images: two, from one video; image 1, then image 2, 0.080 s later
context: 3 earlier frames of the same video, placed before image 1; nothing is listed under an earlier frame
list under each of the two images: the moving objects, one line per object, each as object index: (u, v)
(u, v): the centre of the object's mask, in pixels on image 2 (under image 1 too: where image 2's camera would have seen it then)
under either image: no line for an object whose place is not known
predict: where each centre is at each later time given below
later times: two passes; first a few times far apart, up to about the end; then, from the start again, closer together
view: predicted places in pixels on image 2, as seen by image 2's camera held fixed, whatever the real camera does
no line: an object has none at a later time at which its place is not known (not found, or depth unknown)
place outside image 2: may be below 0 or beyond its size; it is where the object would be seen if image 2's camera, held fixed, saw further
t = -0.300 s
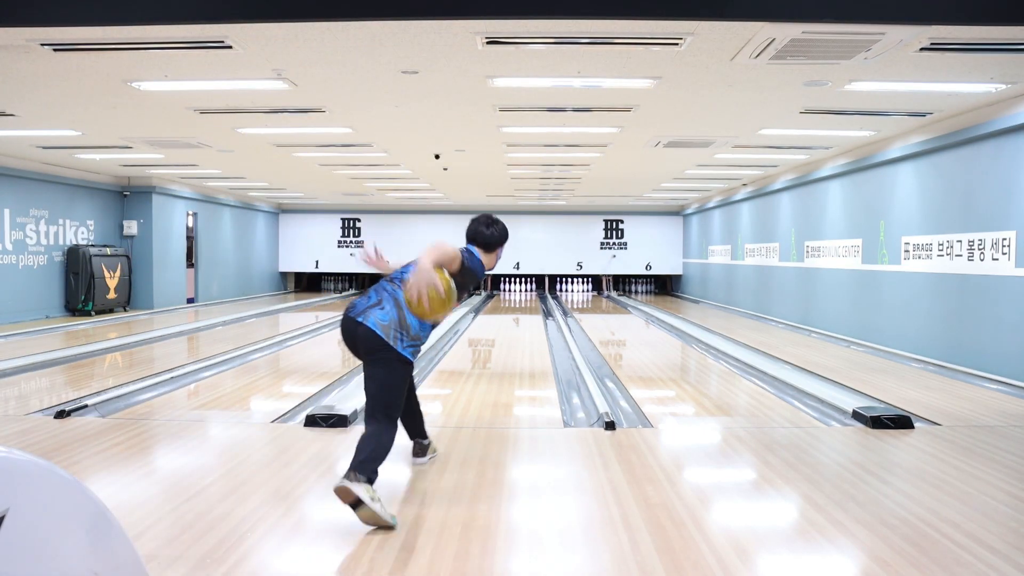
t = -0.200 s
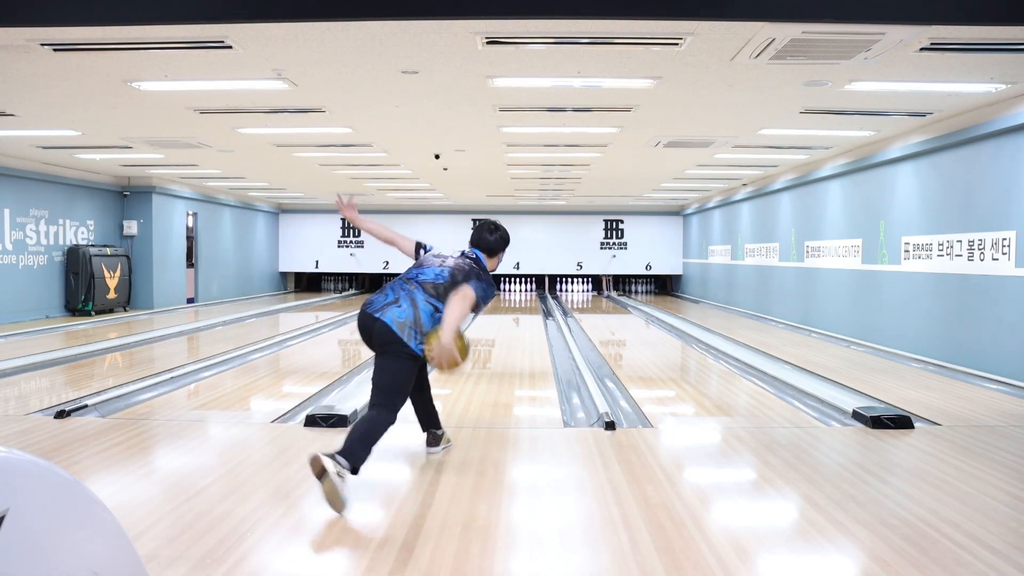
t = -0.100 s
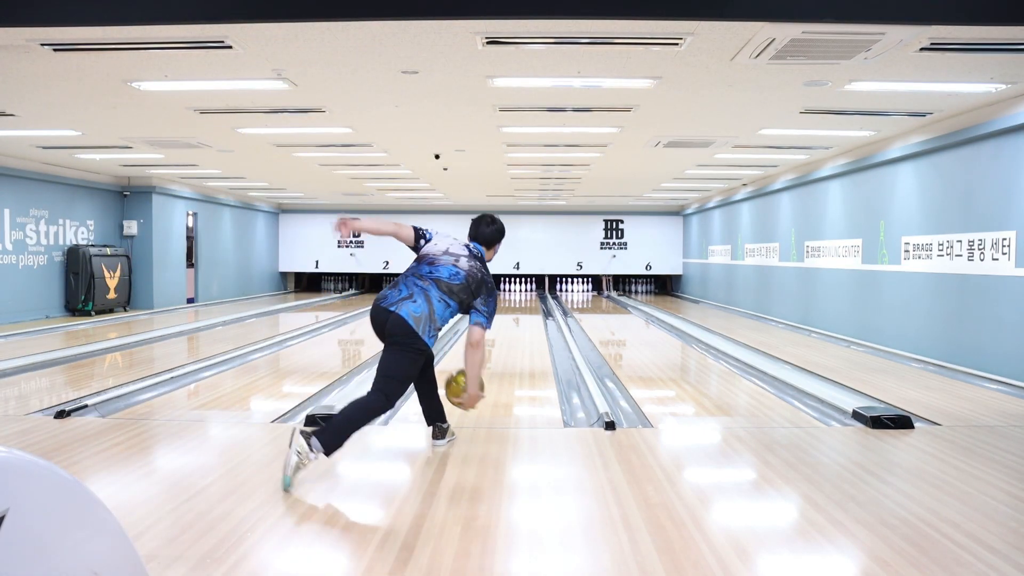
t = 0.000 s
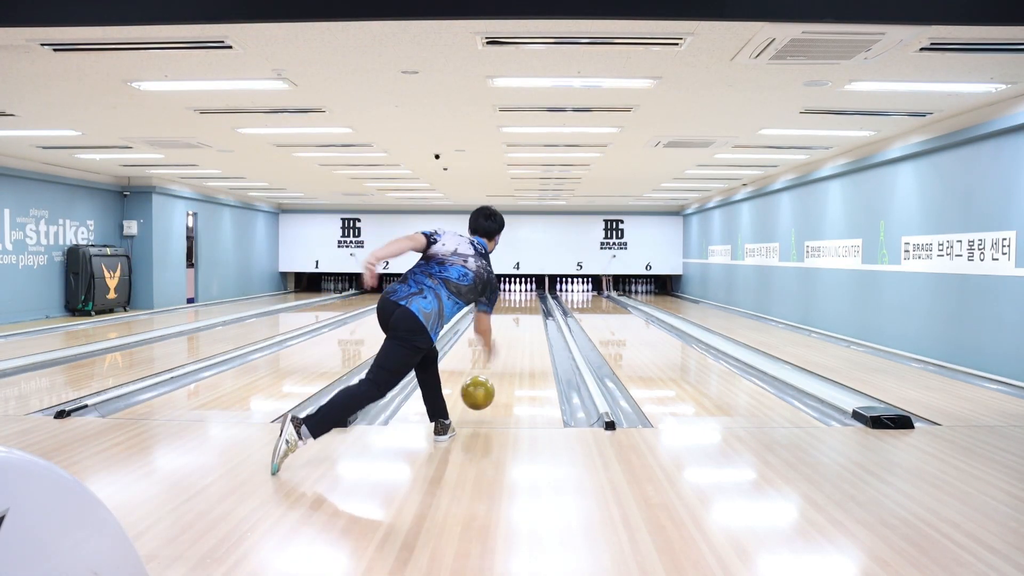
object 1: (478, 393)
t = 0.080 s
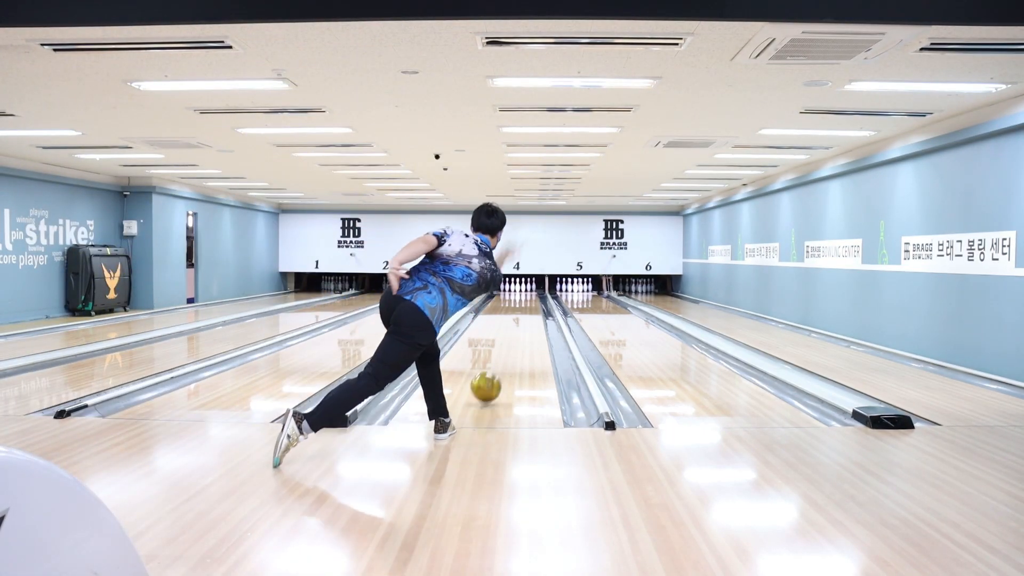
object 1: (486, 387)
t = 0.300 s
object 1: (502, 360)
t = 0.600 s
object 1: (515, 336)
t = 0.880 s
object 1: (523, 322)
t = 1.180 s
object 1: (528, 311)
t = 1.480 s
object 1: (531, 304)
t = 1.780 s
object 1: (533, 299)
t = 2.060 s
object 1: (532, 295)
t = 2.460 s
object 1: (525, 290)
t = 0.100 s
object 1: (488, 383)
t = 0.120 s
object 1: (490, 379)
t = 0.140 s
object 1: (491, 377)
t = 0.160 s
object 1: (493, 375)
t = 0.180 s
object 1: (494, 374)
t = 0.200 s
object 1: (496, 371)
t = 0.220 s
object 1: (497, 369)
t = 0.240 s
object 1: (499, 366)
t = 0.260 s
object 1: (500, 364)
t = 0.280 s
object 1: (501, 362)
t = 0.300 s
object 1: (502, 360)
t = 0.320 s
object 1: (503, 358)
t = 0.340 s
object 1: (504, 356)
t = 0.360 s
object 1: (505, 354)
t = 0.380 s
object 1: (506, 352)
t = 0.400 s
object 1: (507, 351)
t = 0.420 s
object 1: (508, 349)
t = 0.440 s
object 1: (509, 347)
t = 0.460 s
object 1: (510, 346)
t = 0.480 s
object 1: (511, 344)
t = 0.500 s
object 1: (512, 343)
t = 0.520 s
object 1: (512, 342)
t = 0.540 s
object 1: (513, 340)
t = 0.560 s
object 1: (514, 339)
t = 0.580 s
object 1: (515, 337)
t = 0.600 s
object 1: (515, 336)
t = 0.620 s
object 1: (516, 335)
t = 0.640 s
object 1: (517, 334)
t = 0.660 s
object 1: (517, 333)
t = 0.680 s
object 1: (518, 332)
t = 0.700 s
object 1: (518, 331)
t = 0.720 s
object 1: (519, 329)
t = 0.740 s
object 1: (520, 328)
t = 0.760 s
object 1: (520, 327)
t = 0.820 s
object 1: (521, 325)
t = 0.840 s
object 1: (522, 323)
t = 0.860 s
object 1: (522, 323)
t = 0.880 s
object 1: (523, 322)
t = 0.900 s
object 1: (523, 321)
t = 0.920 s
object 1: (523, 321)
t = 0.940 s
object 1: (524, 320)
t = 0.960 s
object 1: (524, 319)
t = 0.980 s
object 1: (525, 318)
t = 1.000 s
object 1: (525, 317)
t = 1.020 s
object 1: (526, 317)
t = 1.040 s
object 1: (526, 316)
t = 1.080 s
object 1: (526, 314)
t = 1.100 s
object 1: (527, 314)
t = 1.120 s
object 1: (527, 313)
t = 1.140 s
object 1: (527, 313)
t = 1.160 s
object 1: (527, 312)
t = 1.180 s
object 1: (528, 311)
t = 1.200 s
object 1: (528, 311)
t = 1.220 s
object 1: (528, 311)
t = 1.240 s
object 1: (529, 310)
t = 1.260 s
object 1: (529, 309)
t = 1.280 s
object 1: (529, 309)
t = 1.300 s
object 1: (529, 308)
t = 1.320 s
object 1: (530, 308)
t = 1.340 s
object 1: (530, 307)
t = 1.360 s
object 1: (530, 306)
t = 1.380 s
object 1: (530, 306)
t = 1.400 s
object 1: (531, 306)
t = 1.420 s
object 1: (531, 305)
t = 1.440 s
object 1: (531, 305)
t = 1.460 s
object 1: (531, 305)
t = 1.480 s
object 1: (531, 304)
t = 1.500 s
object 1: (531, 304)
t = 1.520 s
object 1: (531, 304)
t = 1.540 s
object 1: (531, 303)
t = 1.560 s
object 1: (532, 303)
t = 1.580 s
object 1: (532, 303)
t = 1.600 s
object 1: (532, 302)
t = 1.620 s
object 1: (532, 302)
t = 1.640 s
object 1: (532, 301)
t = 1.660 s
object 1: (532, 301)
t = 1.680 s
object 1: (532, 301)
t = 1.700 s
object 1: (532, 301)
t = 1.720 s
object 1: (532, 300)
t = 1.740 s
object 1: (533, 299)
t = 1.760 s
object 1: (533, 299)
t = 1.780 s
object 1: (533, 299)
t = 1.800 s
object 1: (533, 299)
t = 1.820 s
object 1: (533, 298)
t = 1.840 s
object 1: (533, 298)
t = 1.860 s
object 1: (533, 298)
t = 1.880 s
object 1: (533, 297)
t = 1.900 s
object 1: (533, 297)
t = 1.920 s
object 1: (533, 297)
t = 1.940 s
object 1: (533, 296)
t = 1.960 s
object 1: (533, 296)
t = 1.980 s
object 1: (533, 296)
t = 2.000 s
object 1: (533, 296)
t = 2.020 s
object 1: (532, 295)
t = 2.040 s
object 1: (532, 295)
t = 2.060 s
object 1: (532, 295)
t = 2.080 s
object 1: (532, 295)
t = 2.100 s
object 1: (532, 294)
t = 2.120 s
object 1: (531, 294)
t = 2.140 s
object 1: (531, 294)
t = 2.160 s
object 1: (531, 293)
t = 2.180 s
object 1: (531, 293)
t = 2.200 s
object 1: (530, 293)
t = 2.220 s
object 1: (530, 293)
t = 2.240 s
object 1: (530, 293)
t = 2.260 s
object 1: (529, 292)
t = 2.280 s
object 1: (529, 292)
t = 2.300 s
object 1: (529, 292)
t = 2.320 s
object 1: (529, 292)
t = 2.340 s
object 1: (528, 291)
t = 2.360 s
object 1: (528, 291)
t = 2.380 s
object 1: (528, 291)
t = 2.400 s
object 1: (527, 291)
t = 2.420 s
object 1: (526, 290)
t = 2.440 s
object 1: (526, 290)
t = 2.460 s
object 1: (525, 290)
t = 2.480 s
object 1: (525, 290)
